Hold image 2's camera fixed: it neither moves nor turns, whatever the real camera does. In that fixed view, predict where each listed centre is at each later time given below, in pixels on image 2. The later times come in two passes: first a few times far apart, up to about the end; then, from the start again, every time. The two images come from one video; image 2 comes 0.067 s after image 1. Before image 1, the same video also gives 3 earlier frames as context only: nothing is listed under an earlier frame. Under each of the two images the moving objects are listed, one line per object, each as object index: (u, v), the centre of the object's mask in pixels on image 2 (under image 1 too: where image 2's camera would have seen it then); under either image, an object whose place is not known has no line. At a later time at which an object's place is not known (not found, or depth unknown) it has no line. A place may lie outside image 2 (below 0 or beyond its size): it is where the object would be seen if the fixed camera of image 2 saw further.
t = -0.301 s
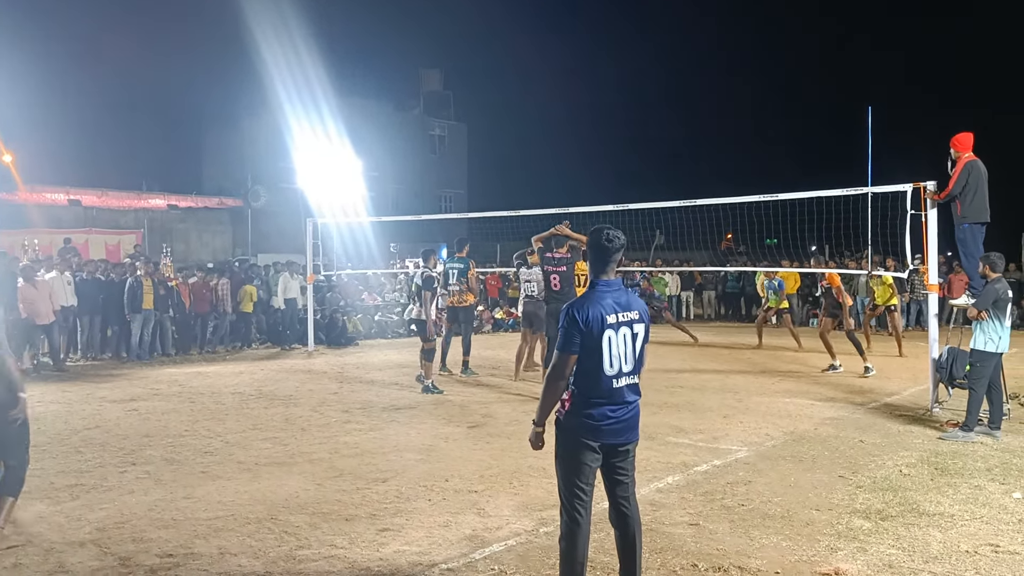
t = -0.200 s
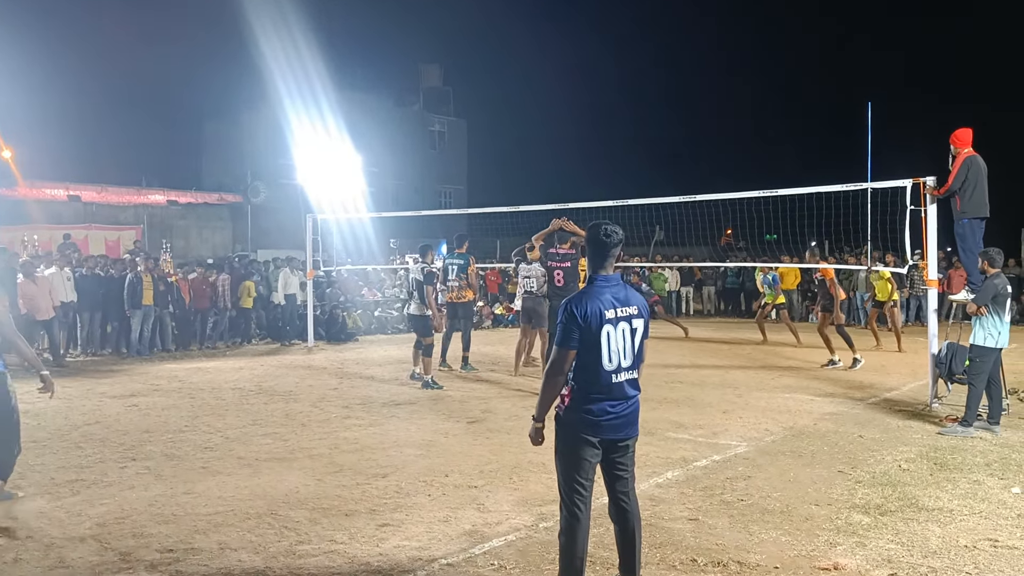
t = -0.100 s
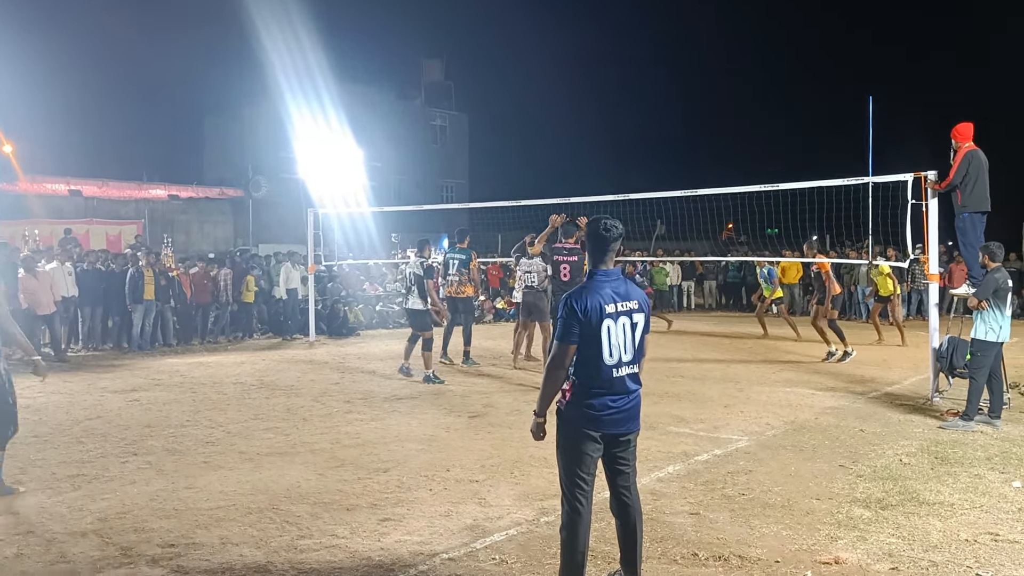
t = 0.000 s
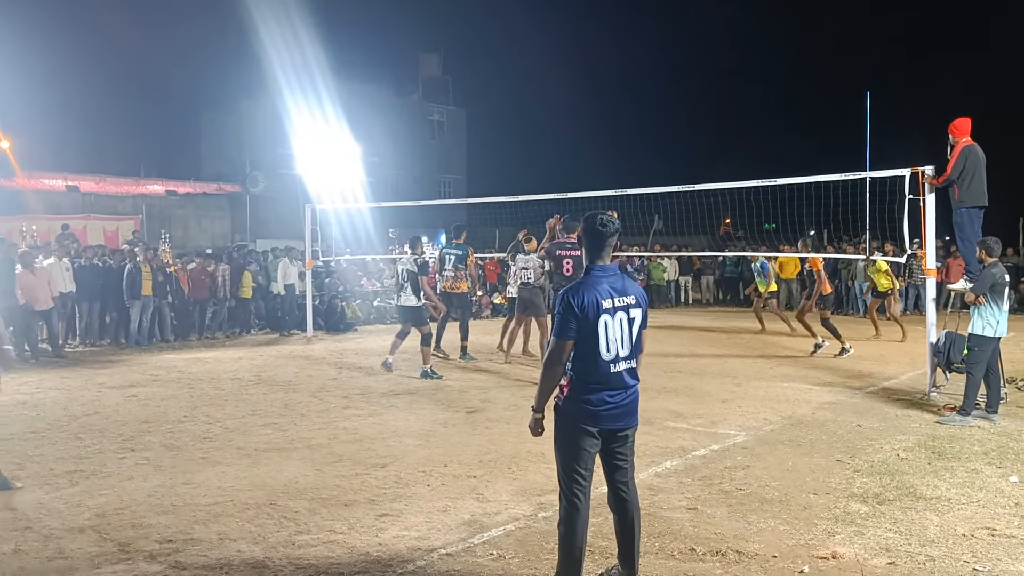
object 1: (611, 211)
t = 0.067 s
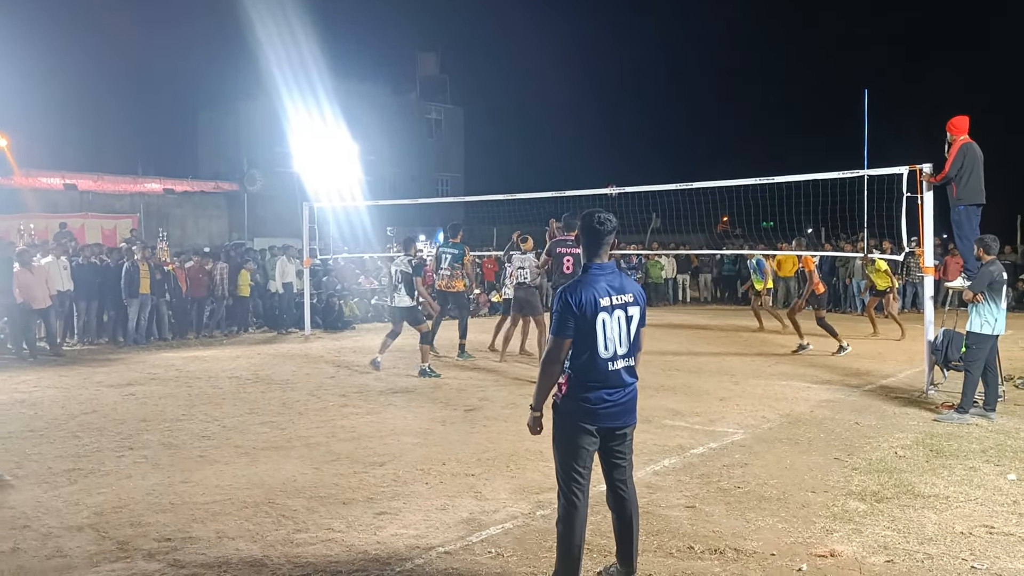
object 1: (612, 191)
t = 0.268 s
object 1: (622, 130)
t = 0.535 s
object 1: (638, 75)
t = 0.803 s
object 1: (658, 54)
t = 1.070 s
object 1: (678, 75)
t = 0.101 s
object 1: (614, 180)
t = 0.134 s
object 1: (616, 169)
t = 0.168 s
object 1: (617, 159)
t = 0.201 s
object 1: (618, 149)
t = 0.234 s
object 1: (620, 140)
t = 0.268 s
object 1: (622, 130)
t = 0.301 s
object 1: (624, 122)
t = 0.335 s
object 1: (626, 114)
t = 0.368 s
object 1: (628, 106)
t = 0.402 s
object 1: (629, 99)
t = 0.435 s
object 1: (631, 92)
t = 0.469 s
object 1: (634, 86)
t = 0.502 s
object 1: (636, 80)
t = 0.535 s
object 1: (638, 75)
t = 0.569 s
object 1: (641, 71)
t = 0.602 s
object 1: (643, 66)
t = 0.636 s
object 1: (645, 63)
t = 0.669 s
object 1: (648, 60)
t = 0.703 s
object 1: (650, 58)
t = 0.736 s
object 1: (653, 56)
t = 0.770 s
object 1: (655, 55)
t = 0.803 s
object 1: (658, 54)
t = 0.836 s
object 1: (660, 55)
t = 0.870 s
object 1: (663, 56)
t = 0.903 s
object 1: (665, 57)
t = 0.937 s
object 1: (668, 59)
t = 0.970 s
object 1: (671, 62)
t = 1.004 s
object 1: (673, 65)
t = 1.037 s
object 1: (676, 70)
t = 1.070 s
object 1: (678, 75)
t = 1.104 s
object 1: (681, 81)
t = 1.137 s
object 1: (684, 88)
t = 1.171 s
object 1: (687, 95)
